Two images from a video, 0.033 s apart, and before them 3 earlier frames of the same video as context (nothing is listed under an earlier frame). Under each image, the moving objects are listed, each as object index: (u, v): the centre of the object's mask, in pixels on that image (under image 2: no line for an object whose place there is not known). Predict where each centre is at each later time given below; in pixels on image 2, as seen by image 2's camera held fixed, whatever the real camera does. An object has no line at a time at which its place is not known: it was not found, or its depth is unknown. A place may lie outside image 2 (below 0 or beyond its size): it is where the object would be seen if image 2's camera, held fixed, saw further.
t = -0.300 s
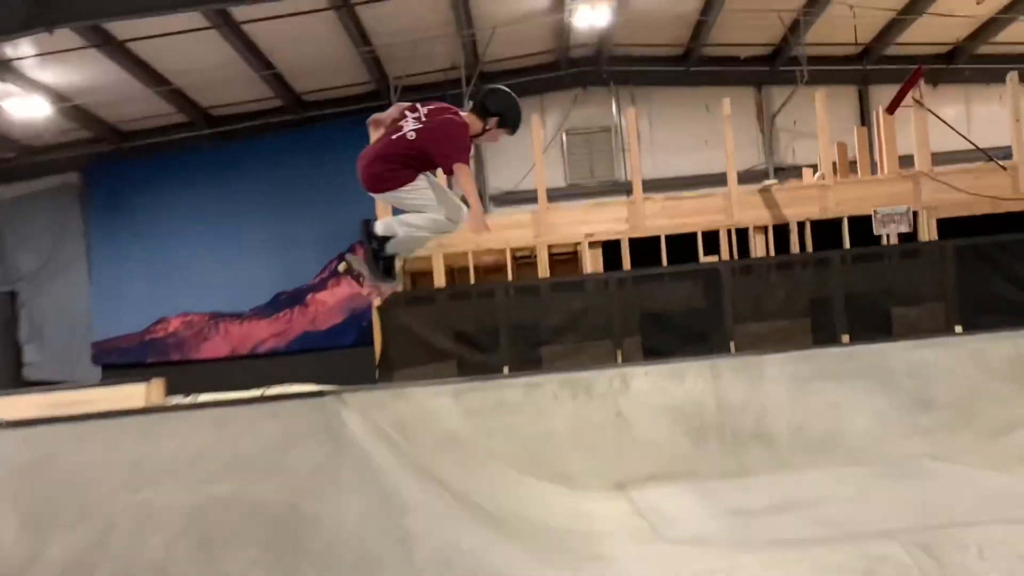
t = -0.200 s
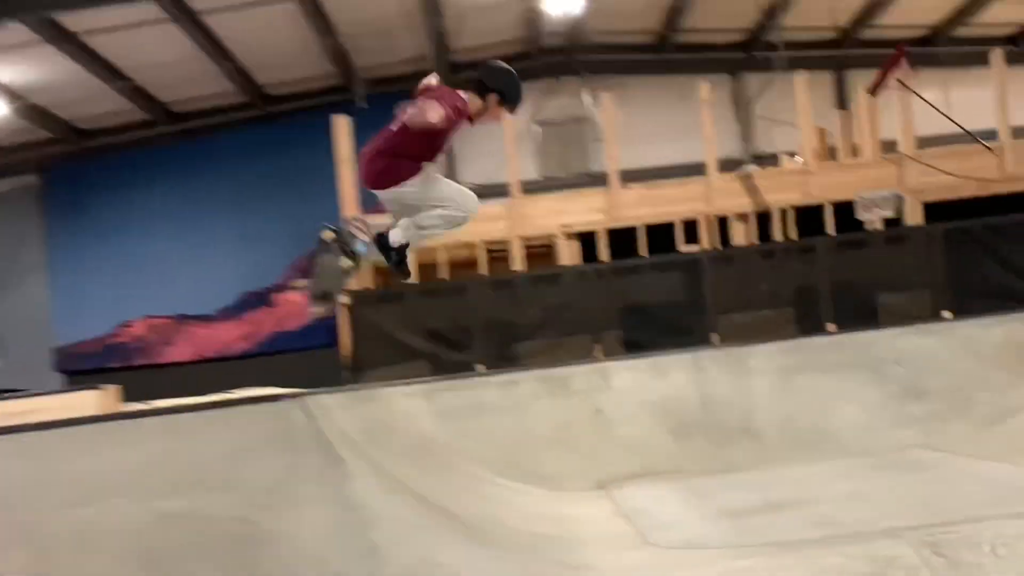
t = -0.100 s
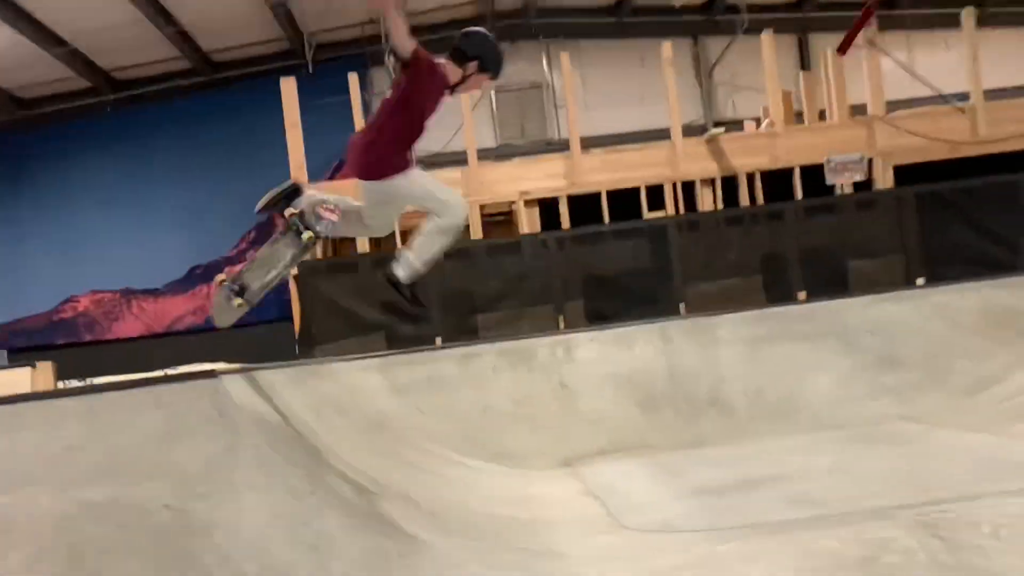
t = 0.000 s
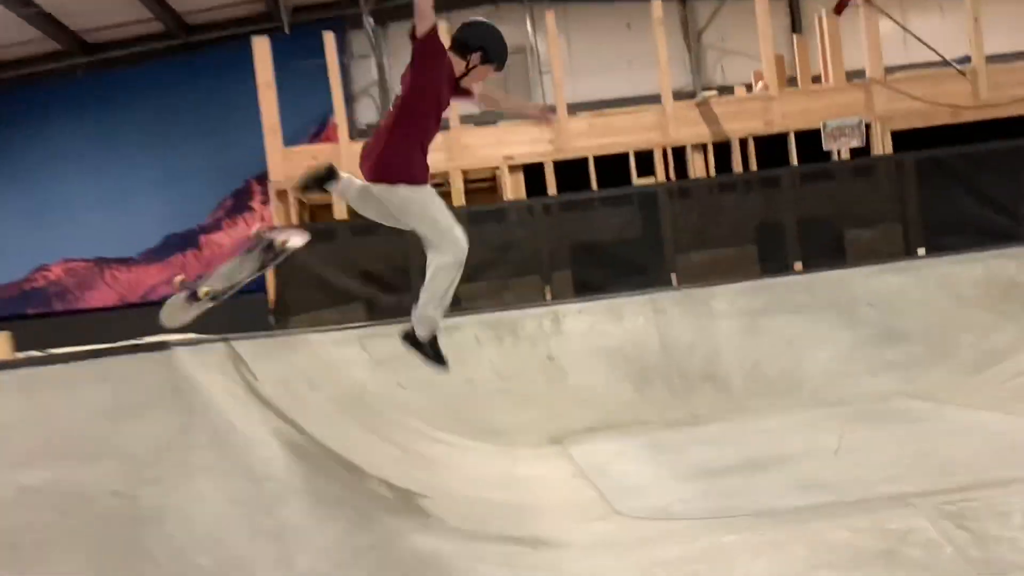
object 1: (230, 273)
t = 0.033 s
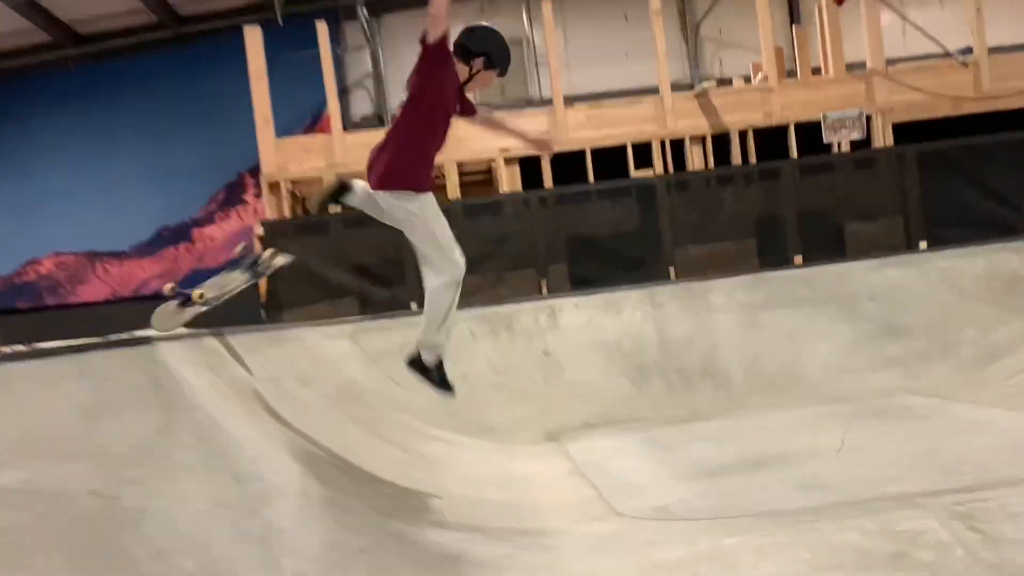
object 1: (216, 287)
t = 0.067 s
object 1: (215, 301)
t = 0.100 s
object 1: (217, 316)
